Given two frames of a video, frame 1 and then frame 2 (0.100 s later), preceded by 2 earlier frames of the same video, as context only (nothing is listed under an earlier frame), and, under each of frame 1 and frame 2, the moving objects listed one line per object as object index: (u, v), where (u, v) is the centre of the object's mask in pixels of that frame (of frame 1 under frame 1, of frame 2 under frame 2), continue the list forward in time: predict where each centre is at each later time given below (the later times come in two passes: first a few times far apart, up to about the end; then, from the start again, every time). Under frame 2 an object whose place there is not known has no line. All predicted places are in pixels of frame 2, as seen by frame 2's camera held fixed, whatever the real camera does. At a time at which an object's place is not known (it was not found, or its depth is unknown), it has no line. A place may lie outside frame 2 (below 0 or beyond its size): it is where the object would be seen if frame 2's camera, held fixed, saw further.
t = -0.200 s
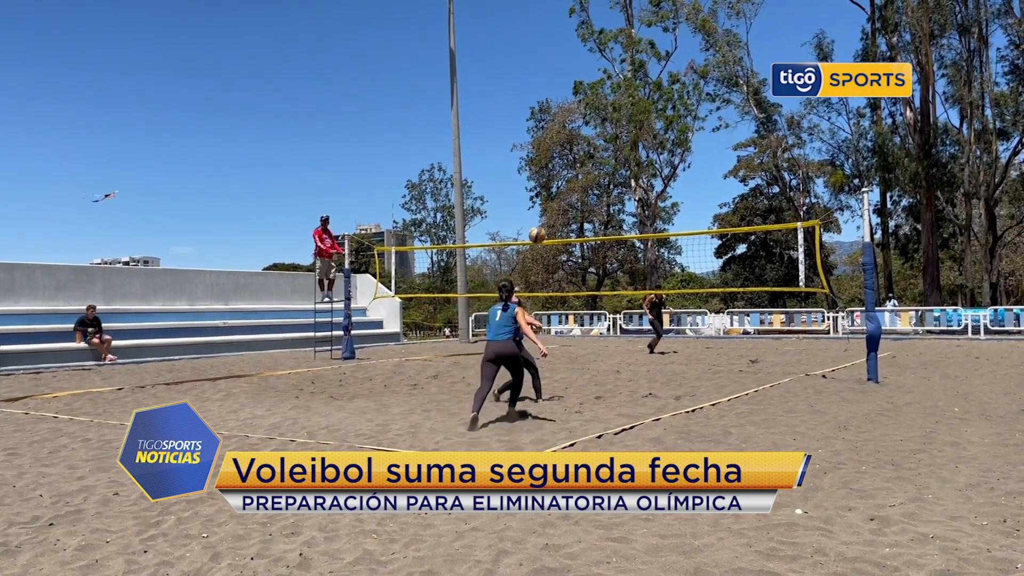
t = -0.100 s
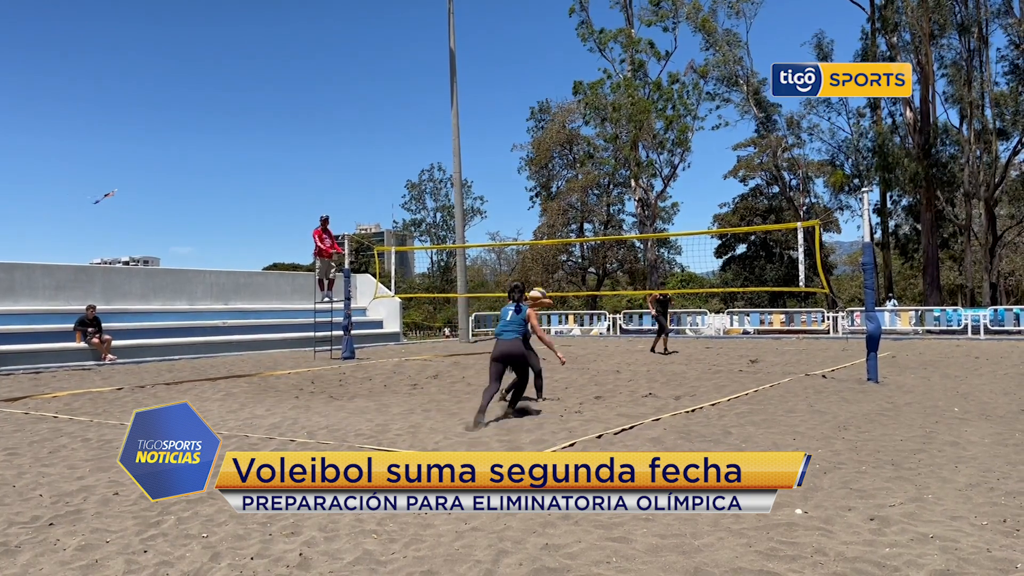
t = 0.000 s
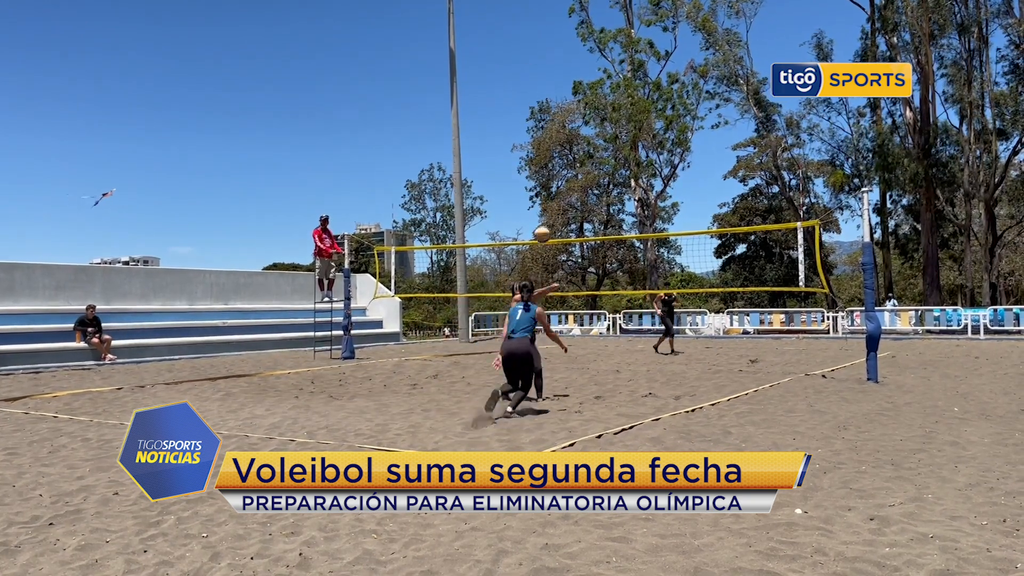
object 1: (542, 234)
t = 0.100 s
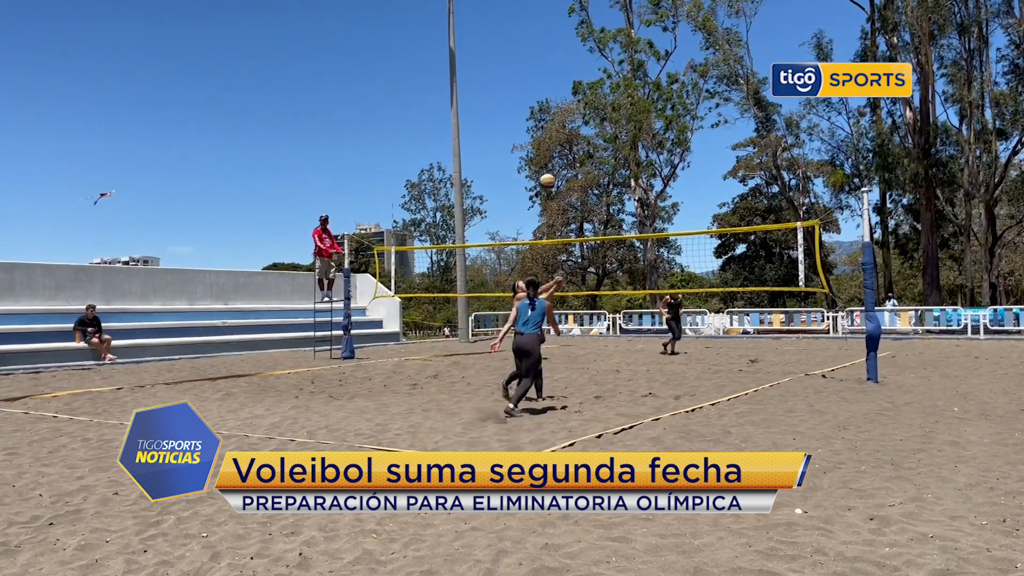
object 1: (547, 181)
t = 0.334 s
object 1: (556, 97)
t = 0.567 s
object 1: (564, 59)
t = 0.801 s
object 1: (570, 61)
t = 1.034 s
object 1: (573, 103)
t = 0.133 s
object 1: (549, 166)
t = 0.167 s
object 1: (551, 153)
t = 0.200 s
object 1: (552, 140)
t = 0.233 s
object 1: (553, 127)
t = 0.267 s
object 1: (554, 116)
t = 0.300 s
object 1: (556, 105)
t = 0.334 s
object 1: (556, 97)
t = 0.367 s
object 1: (558, 89)
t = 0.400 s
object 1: (559, 81)
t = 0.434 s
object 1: (560, 75)
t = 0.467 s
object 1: (561, 70)
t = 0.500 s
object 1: (562, 65)
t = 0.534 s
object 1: (563, 62)
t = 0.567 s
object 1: (564, 59)
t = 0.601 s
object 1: (565, 56)
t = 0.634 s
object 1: (566, 55)
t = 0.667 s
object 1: (567, 55)
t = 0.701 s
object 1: (568, 55)
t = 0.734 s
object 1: (569, 56)
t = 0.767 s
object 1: (570, 58)
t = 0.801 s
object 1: (570, 61)
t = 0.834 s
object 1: (571, 65)
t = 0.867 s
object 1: (571, 70)
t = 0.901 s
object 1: (572, 75)
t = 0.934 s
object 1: (573, 81)
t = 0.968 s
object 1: (573, 88)
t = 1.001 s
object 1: (573, 96)
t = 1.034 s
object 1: (573, 103)
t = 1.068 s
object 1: (573, 113)
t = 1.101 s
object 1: (574, 122)
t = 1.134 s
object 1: (575, 133)
